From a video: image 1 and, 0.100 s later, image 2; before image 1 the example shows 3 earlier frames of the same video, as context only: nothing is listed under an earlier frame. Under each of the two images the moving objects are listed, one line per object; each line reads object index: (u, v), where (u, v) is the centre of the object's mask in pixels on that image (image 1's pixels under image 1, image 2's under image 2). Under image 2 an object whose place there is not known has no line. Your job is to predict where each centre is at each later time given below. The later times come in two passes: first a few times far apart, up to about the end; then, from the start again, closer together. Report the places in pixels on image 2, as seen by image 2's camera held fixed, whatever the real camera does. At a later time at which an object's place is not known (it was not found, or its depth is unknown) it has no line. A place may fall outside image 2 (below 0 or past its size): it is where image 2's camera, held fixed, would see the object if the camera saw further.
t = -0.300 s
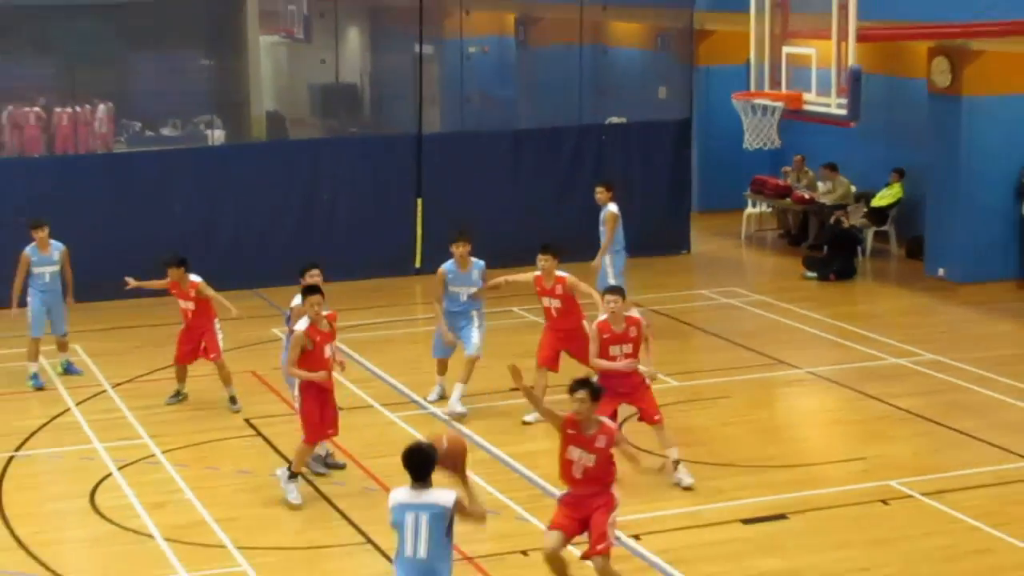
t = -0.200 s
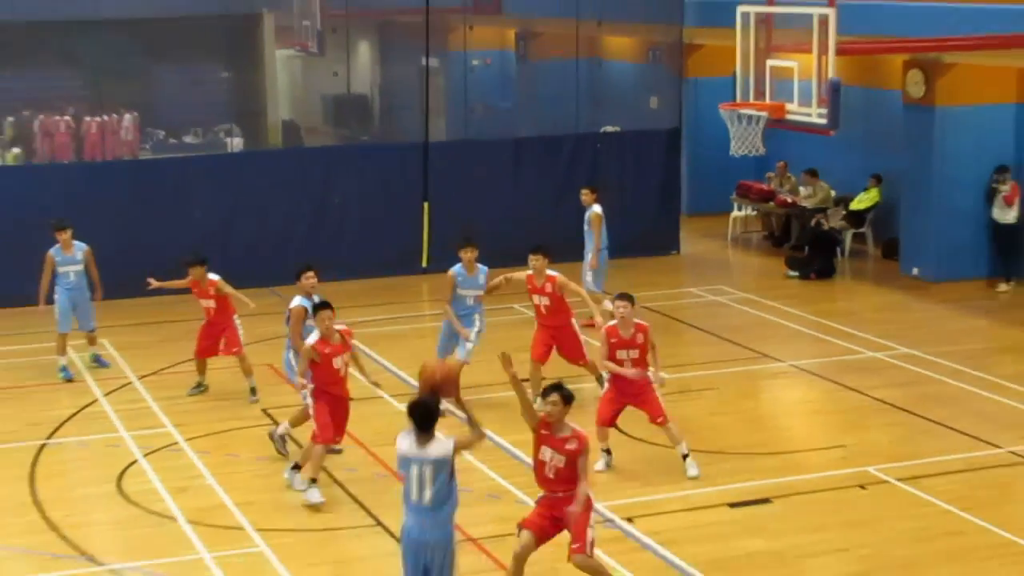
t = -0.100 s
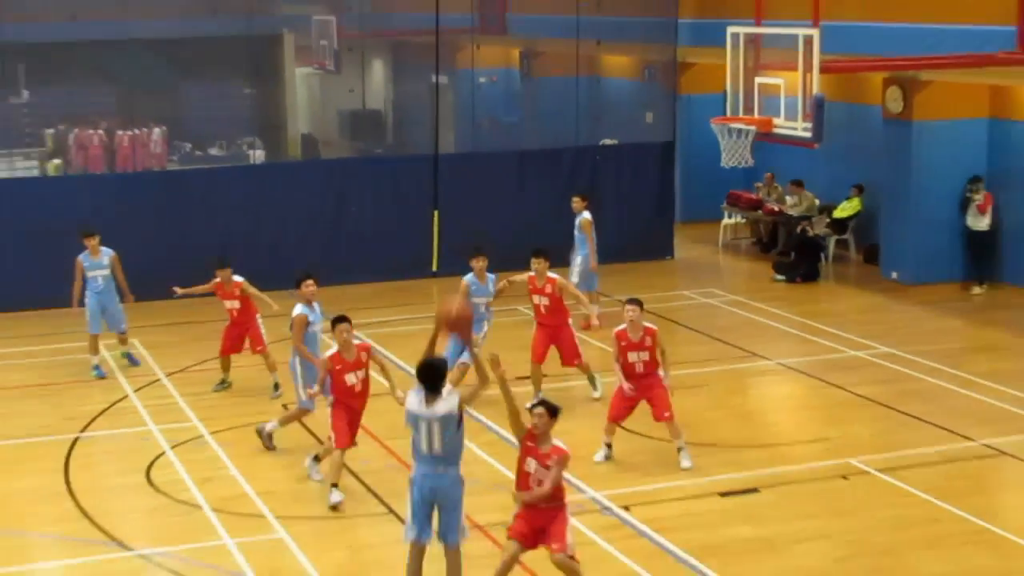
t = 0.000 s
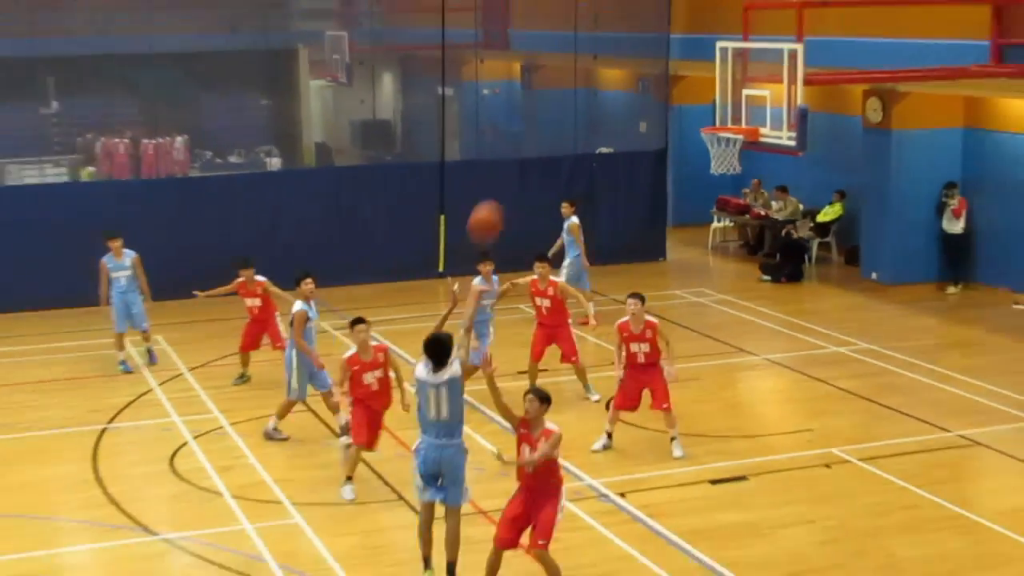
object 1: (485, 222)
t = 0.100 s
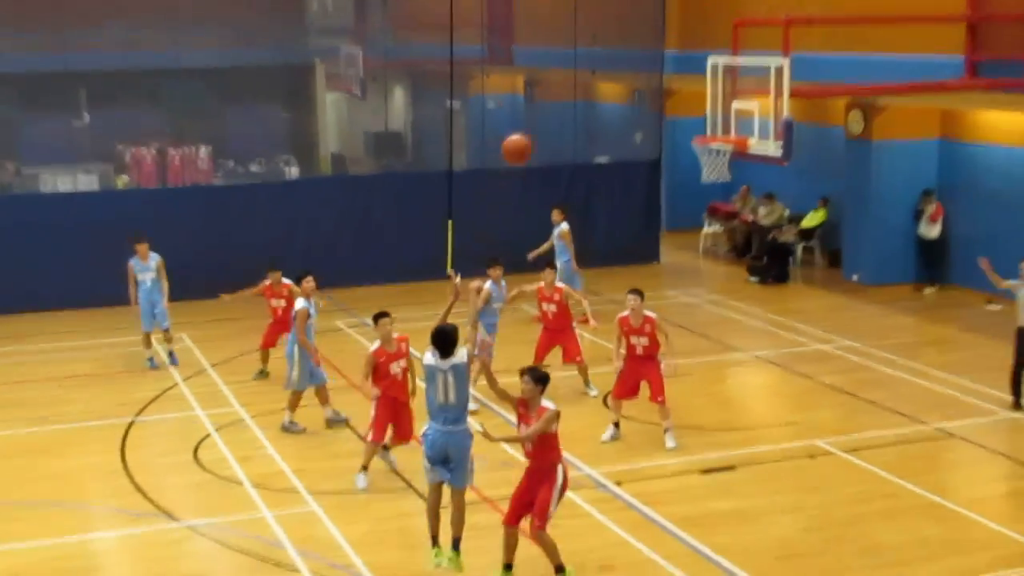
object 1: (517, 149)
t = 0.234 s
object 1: (548, 70)
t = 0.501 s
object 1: (603, -8)
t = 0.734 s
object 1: (642, -7)
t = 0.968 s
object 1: (676, 47)
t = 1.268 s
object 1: (716, 160)
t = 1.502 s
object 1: (748, 224)
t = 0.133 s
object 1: (525, 126)
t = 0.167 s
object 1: (533, 106)
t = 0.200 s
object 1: (540, 88)
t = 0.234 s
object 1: (548, 70)
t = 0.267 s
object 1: (555, 55)
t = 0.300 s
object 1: (563, 42)
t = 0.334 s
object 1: (570, 30)
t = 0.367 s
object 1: (577, 21)
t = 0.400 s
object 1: (583, 11)
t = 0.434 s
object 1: (590, 3)
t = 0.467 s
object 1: (597, -3)
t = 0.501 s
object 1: (603, -8)
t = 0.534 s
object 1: (609, -10)
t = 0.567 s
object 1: (615, -12)
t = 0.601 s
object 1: (621, -13)
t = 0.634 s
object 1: (627, -13)
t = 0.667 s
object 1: (632, -12)
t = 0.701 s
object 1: (638, -9)
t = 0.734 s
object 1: (642, -7)
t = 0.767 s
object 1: (648, 1)
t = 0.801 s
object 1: (653, 5)
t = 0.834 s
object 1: (658, 11)
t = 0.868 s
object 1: (663, 18)
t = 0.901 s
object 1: (667, 27)
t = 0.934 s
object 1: (671, 33)
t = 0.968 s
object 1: (676, 47)
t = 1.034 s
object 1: (685, 67)
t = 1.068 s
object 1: (686, 80)
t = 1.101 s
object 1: (689, 91)
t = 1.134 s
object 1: (694, 105)
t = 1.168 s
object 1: (701, 120)
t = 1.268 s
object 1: (716, 160)
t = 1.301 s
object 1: (722, 166)
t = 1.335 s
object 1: (723, 174)
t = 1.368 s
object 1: (726, 182)
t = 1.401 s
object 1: (732, 191)
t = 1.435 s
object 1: (734, 200)
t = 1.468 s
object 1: (743, 213)
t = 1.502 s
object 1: (748, 224)
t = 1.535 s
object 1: (755, 239)
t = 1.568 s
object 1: (759, 253)
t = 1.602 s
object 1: (764, 267)
